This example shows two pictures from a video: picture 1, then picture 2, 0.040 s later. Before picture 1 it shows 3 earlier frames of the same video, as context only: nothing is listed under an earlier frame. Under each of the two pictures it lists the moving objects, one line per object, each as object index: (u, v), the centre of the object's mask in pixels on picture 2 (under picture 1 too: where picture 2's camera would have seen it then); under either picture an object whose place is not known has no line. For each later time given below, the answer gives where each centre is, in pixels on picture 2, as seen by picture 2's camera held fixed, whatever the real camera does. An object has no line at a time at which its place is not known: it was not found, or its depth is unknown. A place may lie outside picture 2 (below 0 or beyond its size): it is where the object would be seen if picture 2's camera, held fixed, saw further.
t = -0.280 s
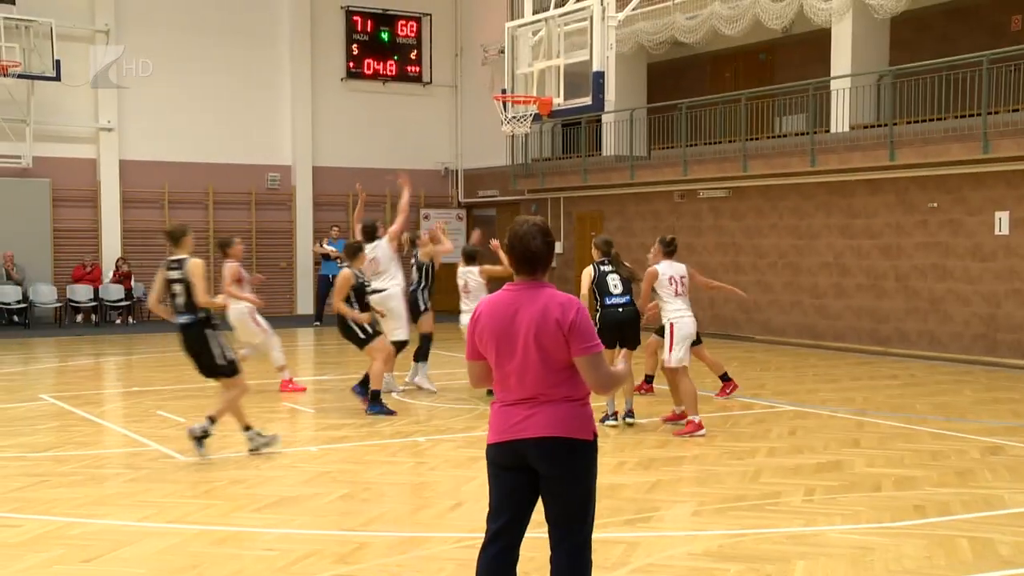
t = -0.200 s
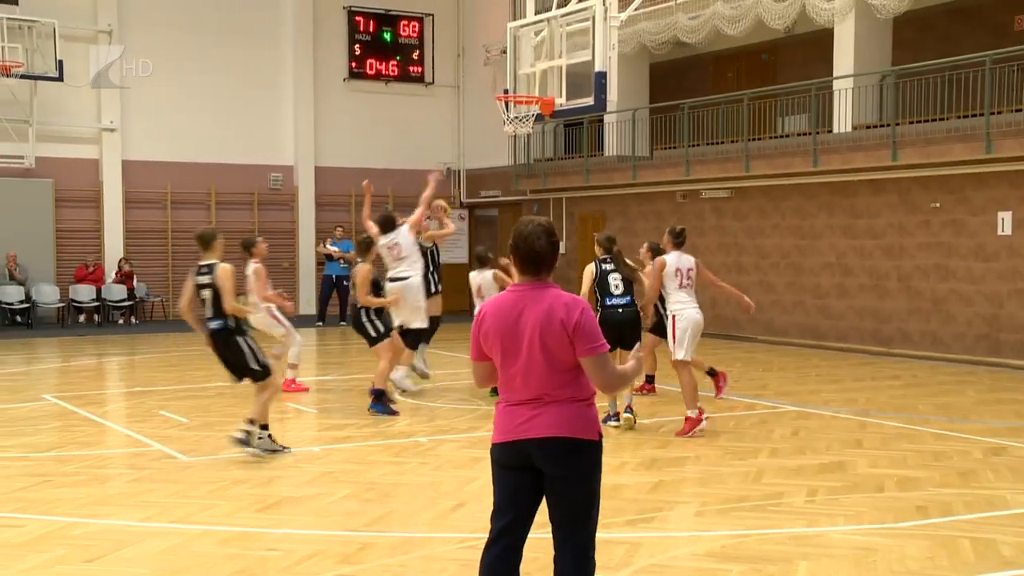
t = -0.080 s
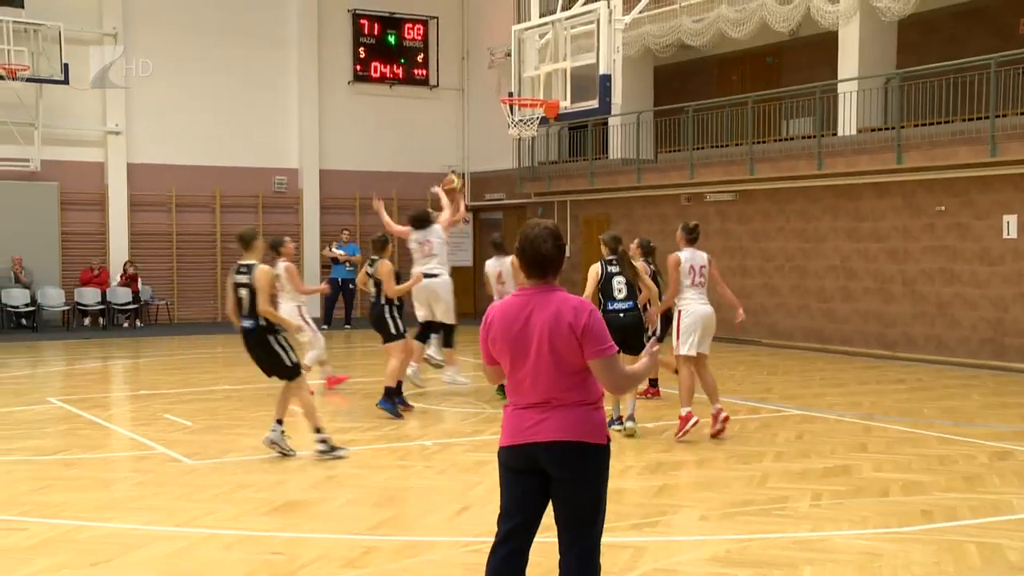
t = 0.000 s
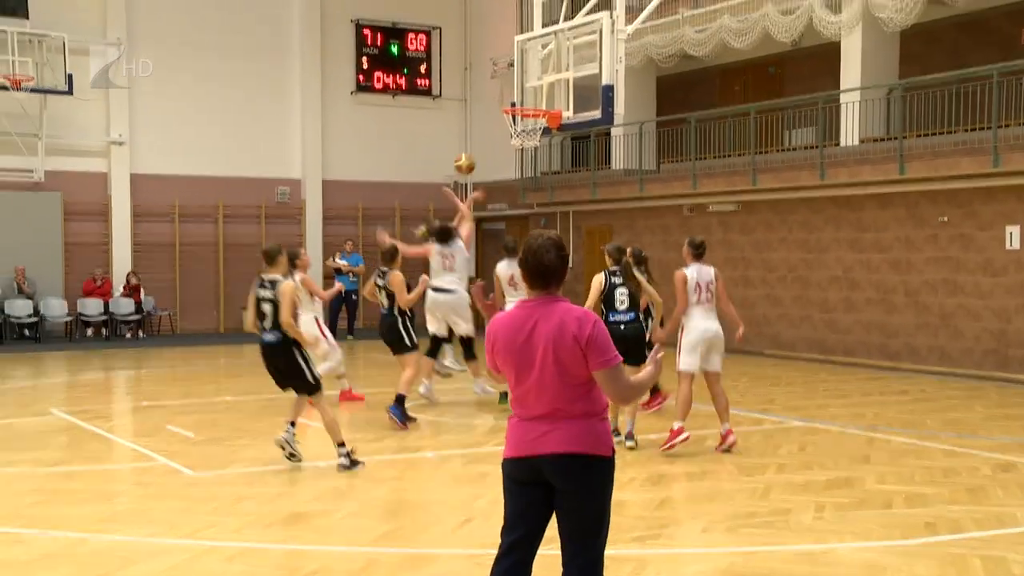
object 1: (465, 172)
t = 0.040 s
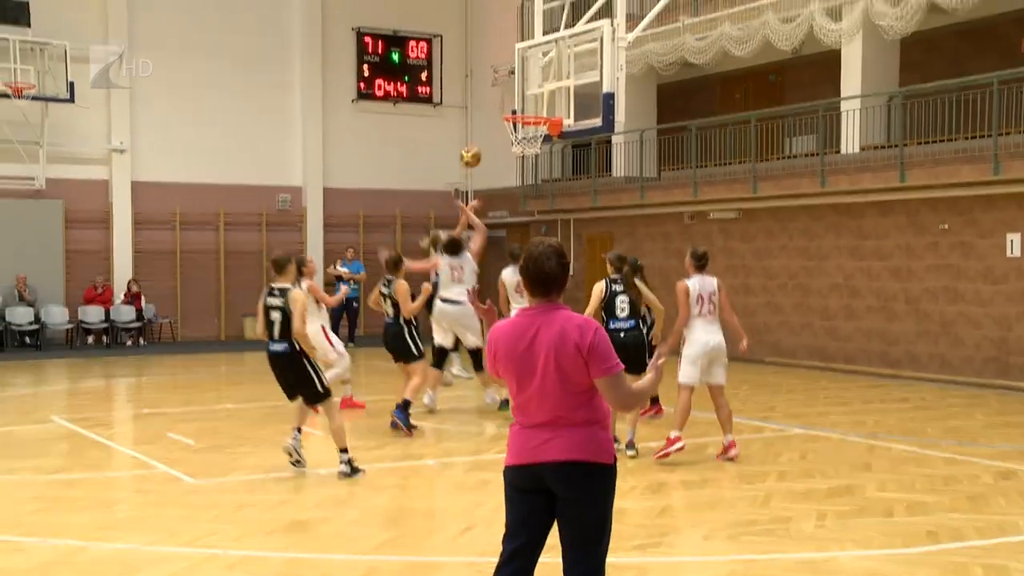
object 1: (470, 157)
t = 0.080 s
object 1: (476, 143)
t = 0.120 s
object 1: (479, 133)
